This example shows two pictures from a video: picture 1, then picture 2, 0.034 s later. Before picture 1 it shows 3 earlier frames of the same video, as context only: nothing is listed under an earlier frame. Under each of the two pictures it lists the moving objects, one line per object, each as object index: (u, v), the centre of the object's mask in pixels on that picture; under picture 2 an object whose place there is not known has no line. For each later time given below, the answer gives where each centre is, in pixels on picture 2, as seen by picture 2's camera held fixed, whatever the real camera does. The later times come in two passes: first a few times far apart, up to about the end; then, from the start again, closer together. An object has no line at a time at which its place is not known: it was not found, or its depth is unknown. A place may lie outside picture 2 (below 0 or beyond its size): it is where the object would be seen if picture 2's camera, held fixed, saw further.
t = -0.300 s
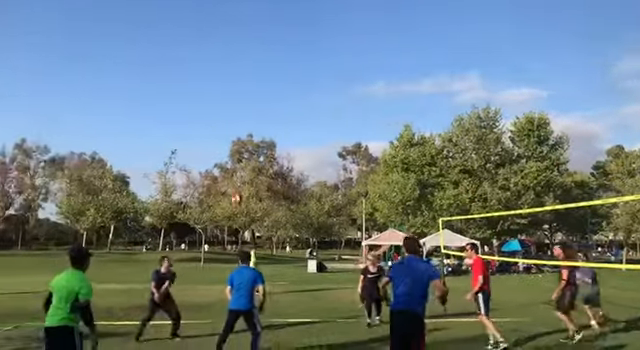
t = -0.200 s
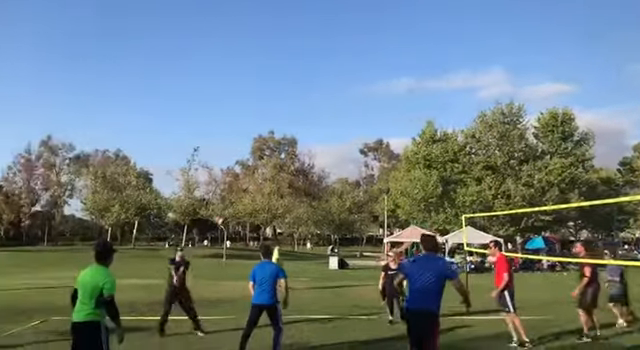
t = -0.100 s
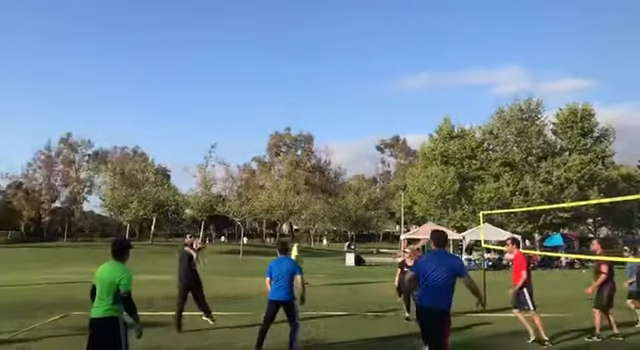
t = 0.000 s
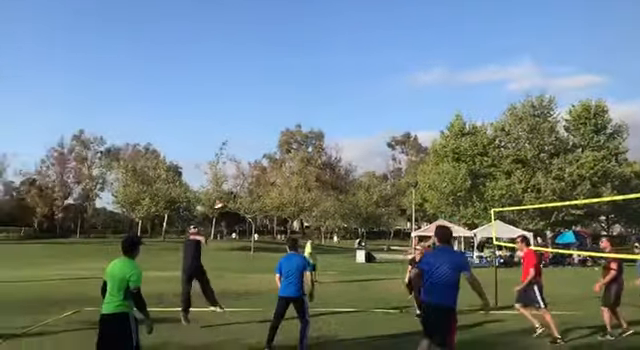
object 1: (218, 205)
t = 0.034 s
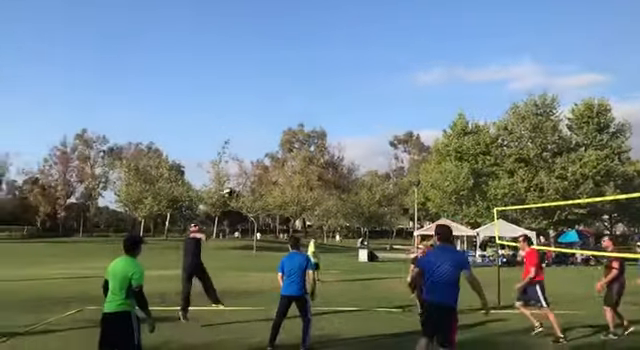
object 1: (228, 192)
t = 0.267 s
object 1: (262, 120)
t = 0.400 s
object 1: (281, 93)
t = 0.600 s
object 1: (308, 67)
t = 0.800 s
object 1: (334, 64)
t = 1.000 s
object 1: (361, 83)
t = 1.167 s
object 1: (380, 117)
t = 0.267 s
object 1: (262, 120)
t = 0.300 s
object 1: (266, 113)
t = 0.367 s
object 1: (277, 99)
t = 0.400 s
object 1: (281, 93)
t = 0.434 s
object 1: (285, 88)
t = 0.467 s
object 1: (290, 82)
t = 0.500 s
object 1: (295, 78)
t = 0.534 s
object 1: (299, 73)
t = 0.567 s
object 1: (303, 70)
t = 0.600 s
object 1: (308, 67)
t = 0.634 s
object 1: (313, 66)
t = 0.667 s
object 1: (317, 64)
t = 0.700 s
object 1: (322, 63)
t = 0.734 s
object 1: (326, 62)
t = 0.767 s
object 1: (330, 62)
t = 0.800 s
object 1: (334, 64)
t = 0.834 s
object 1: (339, 65)
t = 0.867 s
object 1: (343, 67)
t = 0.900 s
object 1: (348, 71)
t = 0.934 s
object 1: (352, 74)
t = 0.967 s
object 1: (356, 78)
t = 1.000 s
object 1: (361, 83)
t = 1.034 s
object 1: (365, 90)
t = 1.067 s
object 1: (368, 96)
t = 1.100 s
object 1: (372, 103)
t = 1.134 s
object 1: (377, 110)
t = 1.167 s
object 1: (380, 117)
